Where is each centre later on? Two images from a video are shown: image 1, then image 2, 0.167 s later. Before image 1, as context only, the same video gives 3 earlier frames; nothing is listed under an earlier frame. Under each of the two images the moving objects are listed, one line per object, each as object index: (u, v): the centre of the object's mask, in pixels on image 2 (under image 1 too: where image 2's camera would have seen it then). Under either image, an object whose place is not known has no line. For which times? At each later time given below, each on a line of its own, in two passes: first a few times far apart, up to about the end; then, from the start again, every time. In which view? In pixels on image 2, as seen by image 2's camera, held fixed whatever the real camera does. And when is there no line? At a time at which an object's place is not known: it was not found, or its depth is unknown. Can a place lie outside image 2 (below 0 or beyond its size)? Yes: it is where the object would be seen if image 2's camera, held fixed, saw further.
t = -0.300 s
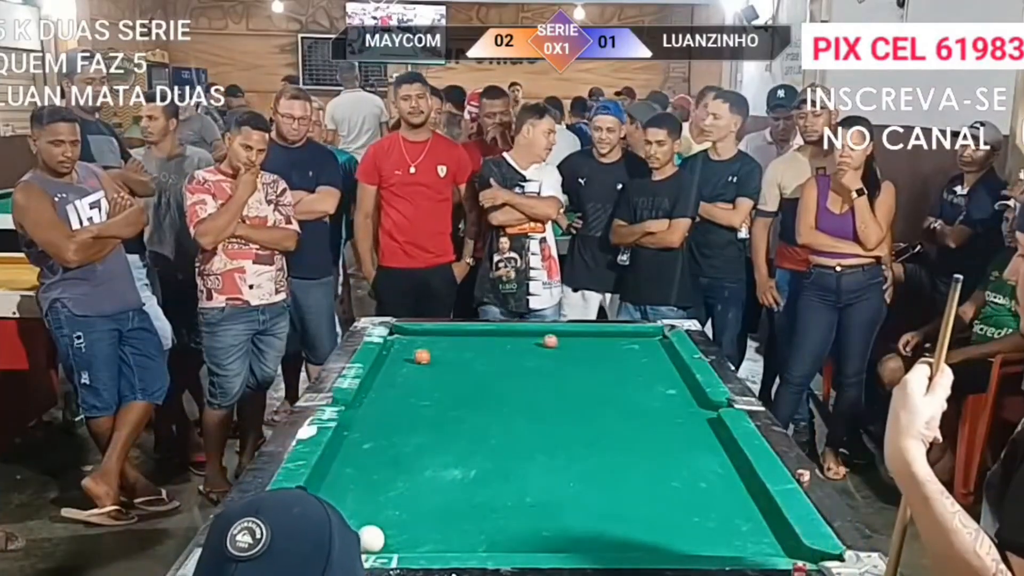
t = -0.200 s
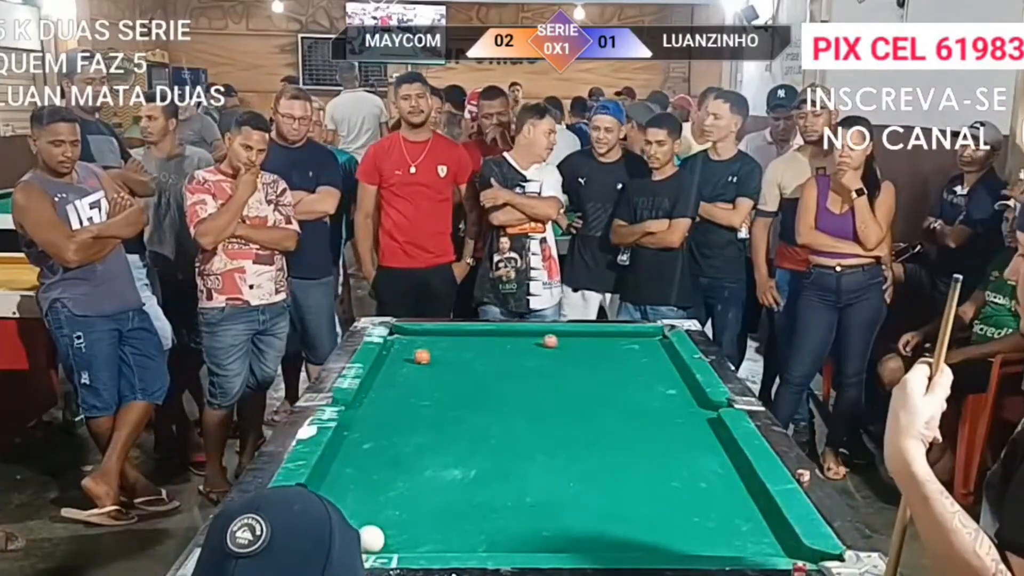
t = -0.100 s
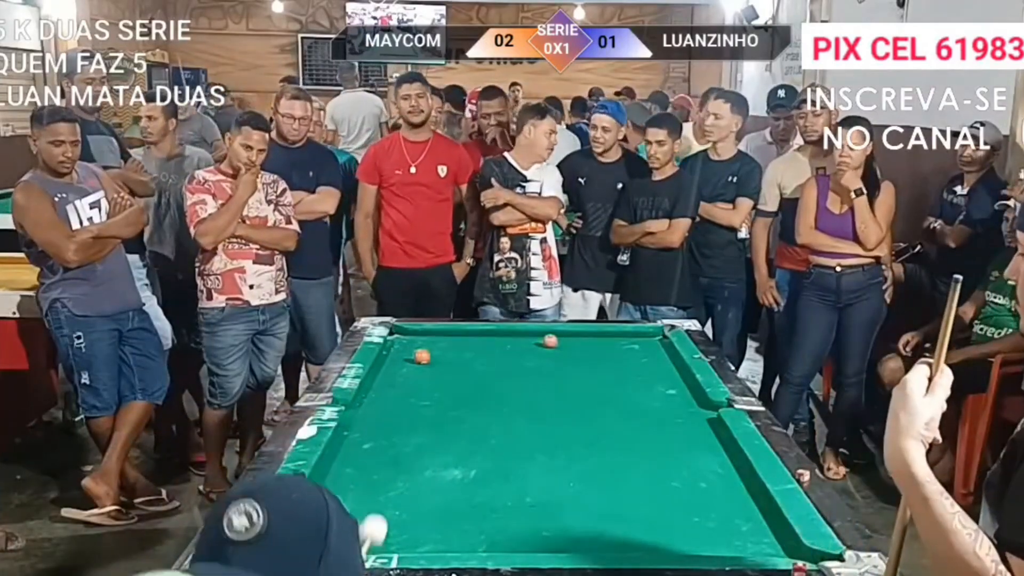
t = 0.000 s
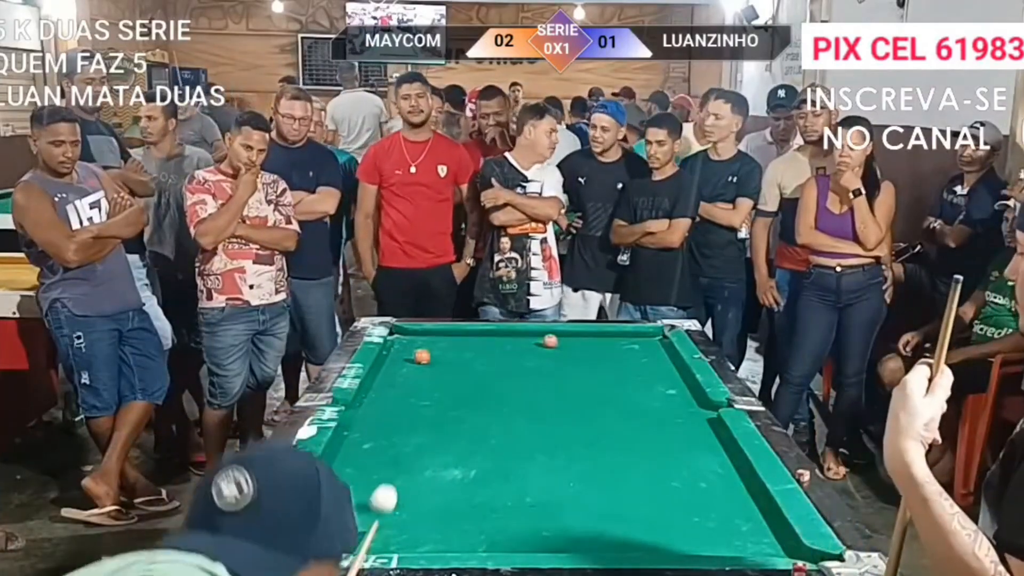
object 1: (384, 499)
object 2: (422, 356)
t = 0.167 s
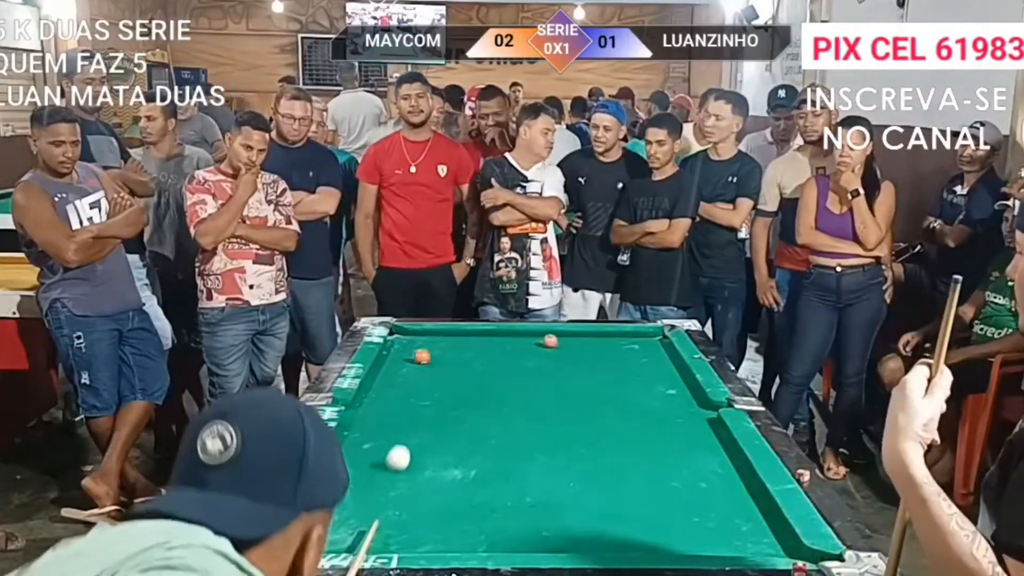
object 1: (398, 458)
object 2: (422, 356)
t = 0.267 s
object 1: (406, 438)
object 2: (422, 356)
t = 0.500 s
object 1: (420, 398)
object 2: (422, 356)
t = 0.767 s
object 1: (431, 364)
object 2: (421, 355)
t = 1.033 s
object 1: (468, 344)
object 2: (391, 347)
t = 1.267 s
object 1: (497, 333)
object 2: (412, 341)
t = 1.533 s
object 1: (522, 343)
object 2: (434, 335)
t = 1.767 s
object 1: (545, 352)
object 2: (449, 333)
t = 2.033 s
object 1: (571, 362)
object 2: (464, 337)
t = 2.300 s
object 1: (598, 373)
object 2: (477, 340)
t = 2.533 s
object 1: (621, 383)
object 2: (487, 342)
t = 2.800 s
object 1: (649, 394)
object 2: (496, 345)
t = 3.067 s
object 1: (677, 406)
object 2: (504, 347)
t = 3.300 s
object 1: (701, 416)
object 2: (510, 350)
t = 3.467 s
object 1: (711, 423)
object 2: (513, 351)
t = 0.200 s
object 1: (401, 451)
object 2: (422, 356)
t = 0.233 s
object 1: (403, 444)
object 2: (422, 356)
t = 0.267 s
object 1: (406, 438)
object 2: (422, 356)
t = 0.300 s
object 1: (408, 431)
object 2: (422, 356)
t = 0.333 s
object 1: (410, 425)
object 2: (422, 356)
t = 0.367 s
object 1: (412, 419)
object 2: (422, 356)
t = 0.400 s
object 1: (414, 413)
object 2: (422, 356)
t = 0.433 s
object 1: (416, 408)
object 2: (422, 356)
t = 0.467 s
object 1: (418, 403)
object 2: (422, 356)
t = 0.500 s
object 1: (420, 398)
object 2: (422, 356)
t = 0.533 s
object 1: (421, 393)
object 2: (422, 356)
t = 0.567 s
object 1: (423, 389)
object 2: (422, 356)
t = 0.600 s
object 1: (424, 384)
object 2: (422, 356)
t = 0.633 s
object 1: (426, 380)
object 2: (422, 356)
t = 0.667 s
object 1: (427, 376)
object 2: (422, 356)
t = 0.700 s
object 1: (429, 372)
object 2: (422, 356)
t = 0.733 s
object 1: (430, 368)
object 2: (421, 355)
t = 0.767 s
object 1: (431, 364)
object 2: (421, 355)
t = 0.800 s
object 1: (432, 360)
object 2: (420, 355)
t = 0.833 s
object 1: (436, 357)
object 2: (418, 355)
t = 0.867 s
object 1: (443, 355)
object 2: (413, 354)
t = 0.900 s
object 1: (448, 353)
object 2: (407, 352)
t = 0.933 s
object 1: (453, 350)
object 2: (402, 351)
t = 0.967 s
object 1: (458, 348)
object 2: (397, 349)
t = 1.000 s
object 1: (463, 346)
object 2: (393, 348)
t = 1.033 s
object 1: (468, 344)
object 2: (391, 347)
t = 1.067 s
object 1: (473, 342)
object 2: (394, 346)
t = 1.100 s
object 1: (477, 340)
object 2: (397, 345)
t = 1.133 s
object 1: (482, 338)
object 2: (401, 344)
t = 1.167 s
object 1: (486, 336)
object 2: (403, 343)
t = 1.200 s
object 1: (490, 334)
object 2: (406, 343)
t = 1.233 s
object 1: (494, 332)
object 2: (409, 342)
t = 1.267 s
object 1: (497, 333)
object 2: (412, 341)
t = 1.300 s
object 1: (501, 334)
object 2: (415, 340)
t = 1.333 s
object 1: (504, 336)
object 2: (418, 339)
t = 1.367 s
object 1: (507, 337)
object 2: (421, 339)
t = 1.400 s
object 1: (510, 338)
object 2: (424, 338)
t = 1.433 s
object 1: (513, 339)
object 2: (427, 337)
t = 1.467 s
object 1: (516, 340)
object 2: (429, 336)
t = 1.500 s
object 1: (519, 342)
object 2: (431, 335)
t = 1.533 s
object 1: (522, 343)
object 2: (434, 335)
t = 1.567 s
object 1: (526, 344)
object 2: (437, 334)
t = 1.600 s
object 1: (529, 345)
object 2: (439, 334)
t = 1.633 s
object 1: (532, 347)
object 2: (441, 333)
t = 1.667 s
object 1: (535, 348)
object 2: (444, 332)
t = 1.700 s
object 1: (538, 349)
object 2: (446, 332)
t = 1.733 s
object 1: (542, 350)
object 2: (448, 333)
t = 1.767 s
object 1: (545, 352)
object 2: (449, 333)
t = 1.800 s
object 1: (548, 353)
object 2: (451, 334)
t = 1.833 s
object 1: (551, 355)
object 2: (453, 334)
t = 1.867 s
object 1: (555, 356)
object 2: (455, 334)
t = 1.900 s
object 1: (558, 357)
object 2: (457, 335)
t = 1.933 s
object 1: (561, 358)
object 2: (459, 335)
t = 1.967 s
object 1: (565, 360)
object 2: (461, 336)
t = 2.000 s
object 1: (568, 361)
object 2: (462, 336)
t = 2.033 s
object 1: (571, 362)
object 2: (464, 337)
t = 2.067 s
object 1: (574, 364)
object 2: (466, 337)
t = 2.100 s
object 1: (578, 365)
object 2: (467, 337)
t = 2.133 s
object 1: (581, 366)
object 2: (469, 338)
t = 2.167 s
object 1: (584, 368)
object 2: (471, 339)
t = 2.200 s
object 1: (588, 369)
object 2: (472, 339)
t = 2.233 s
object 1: (591, 370)
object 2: (474, 339)
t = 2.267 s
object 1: (594, 372)
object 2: (475, 340)
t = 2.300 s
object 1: (598, 373)
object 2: (477, 340)
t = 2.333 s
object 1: (601, 375)
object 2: (479, 341)
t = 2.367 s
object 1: (604, 376)
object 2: (480, 341)
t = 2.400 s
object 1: (608, 377)
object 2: (481, 341)
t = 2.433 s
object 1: (611, 379)
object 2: (483, 342)
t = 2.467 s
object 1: (614, 380)
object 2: (484, 342)
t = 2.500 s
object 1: (618, 382)
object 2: (486, 342)
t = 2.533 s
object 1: (621, 383)
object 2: (487, 342)
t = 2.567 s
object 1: (625, 384)
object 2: (488, 343)
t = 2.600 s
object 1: (628, 386)
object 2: (489, 343)
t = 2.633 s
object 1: (631, 387)
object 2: (491, 343)
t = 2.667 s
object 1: (635, 389)
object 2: (492, 344)
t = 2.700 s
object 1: (638, 390)
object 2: (493, 344)
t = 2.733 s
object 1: (642, 392)
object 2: (494, 344)
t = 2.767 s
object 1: (645, 393)
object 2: (495, 345)
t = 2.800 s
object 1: (649, 394)
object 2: (496, 345)
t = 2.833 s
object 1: (652, 396)
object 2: (498, 345)
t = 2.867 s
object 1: (655, 397)
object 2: (499, 346)
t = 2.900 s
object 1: (659, 399)
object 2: (500, 346)
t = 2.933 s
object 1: (663, 400)
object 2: (501, 346)
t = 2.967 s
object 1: (666, 402)
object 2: (501, 347)
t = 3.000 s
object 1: (670, 403)
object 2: (502, 347)
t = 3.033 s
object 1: (673, 405)
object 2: (503, 347)
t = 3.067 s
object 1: (677, 406)
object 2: (504, 347)
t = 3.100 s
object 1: (680, 407)
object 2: (505, 348)
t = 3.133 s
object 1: (684, 409)
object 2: (506, 348)
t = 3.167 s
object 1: (687, 410)
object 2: (507, 348)
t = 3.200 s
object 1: (691, 412)
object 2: (508, 349)
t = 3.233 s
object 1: (694, 413)
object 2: (508, 349)
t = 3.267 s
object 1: (698, 415)
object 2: (509, 349)
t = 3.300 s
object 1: (701, 416)
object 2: (510, 350)
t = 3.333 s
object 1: (705, 418)
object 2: (510, 350)
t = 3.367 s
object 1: (708, 419)
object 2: (511, 350)
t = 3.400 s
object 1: (711, 420)
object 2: (511, 350)
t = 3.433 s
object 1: (712, 422)
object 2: (512, 351)
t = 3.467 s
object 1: (711, 423)
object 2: (513, 351)
